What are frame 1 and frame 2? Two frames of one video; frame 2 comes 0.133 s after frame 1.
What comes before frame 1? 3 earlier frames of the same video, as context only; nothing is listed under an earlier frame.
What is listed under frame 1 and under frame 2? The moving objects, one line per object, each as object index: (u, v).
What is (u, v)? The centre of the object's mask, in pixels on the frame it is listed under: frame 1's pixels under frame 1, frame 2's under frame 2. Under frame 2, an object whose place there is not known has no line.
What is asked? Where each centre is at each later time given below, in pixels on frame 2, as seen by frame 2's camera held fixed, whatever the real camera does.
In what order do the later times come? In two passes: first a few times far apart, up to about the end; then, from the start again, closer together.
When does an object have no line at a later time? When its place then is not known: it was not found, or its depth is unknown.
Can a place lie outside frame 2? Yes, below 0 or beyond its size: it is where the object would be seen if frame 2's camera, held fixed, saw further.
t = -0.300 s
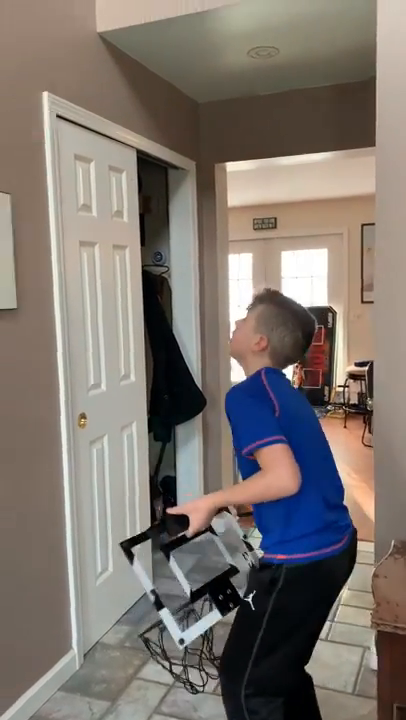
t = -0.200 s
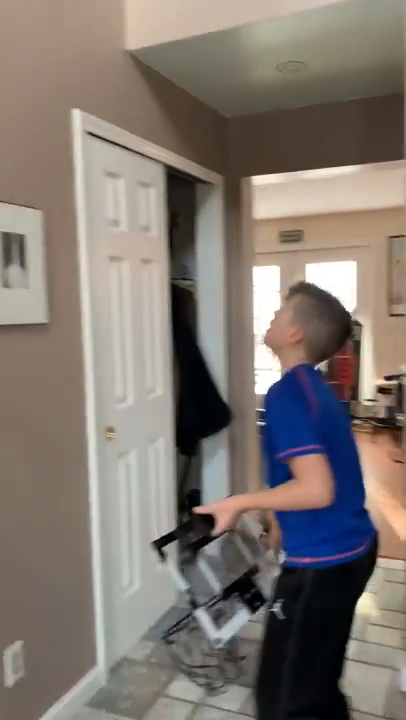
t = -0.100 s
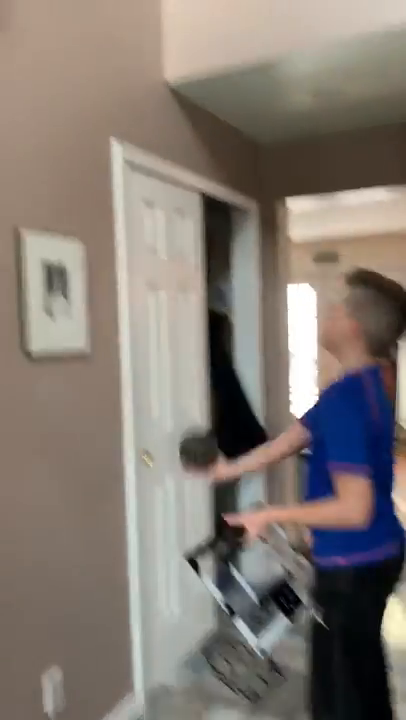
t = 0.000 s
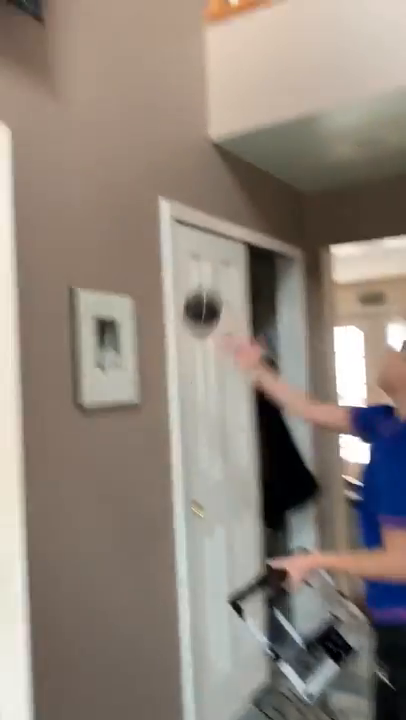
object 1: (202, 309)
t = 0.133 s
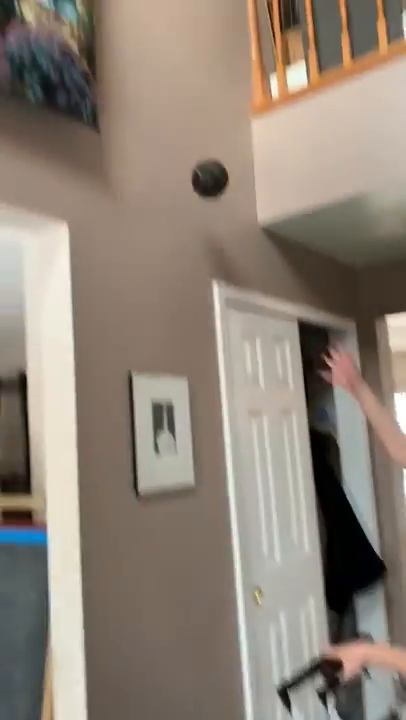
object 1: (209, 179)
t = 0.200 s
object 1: (190, 98)
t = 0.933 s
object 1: (225, 26)
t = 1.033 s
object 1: (247, 147)
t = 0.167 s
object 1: (199, 136)
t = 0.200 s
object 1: (190, 98)
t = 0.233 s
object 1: (180, 63)
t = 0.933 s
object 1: (225, 26)
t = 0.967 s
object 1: (231, 60)
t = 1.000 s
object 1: (239, 101)
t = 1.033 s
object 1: (247, 147)
